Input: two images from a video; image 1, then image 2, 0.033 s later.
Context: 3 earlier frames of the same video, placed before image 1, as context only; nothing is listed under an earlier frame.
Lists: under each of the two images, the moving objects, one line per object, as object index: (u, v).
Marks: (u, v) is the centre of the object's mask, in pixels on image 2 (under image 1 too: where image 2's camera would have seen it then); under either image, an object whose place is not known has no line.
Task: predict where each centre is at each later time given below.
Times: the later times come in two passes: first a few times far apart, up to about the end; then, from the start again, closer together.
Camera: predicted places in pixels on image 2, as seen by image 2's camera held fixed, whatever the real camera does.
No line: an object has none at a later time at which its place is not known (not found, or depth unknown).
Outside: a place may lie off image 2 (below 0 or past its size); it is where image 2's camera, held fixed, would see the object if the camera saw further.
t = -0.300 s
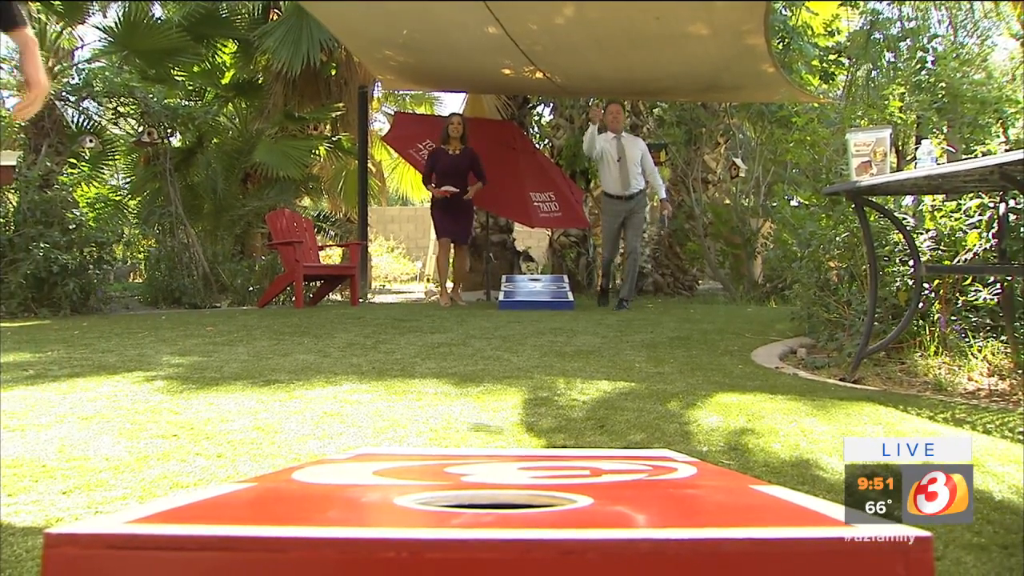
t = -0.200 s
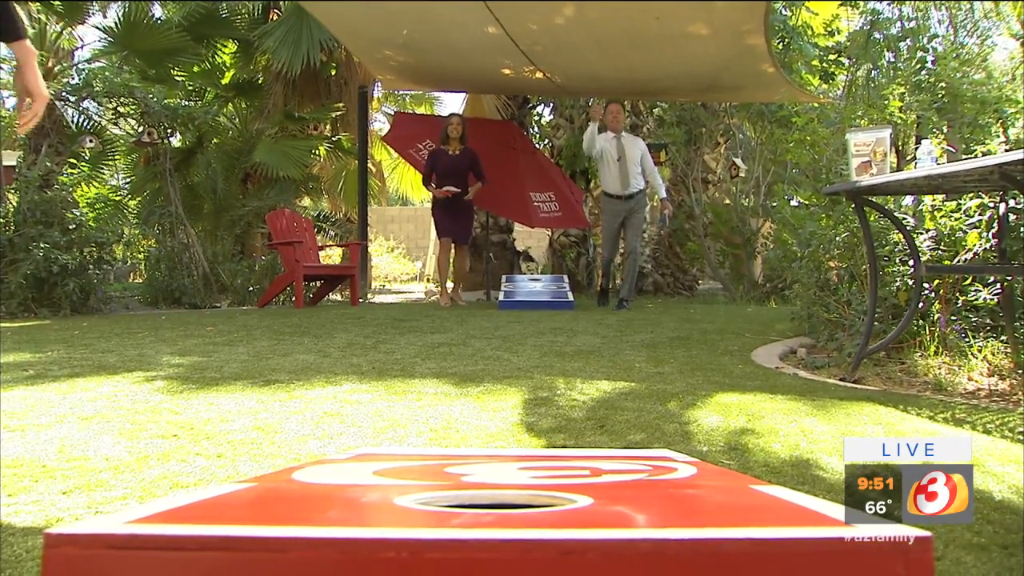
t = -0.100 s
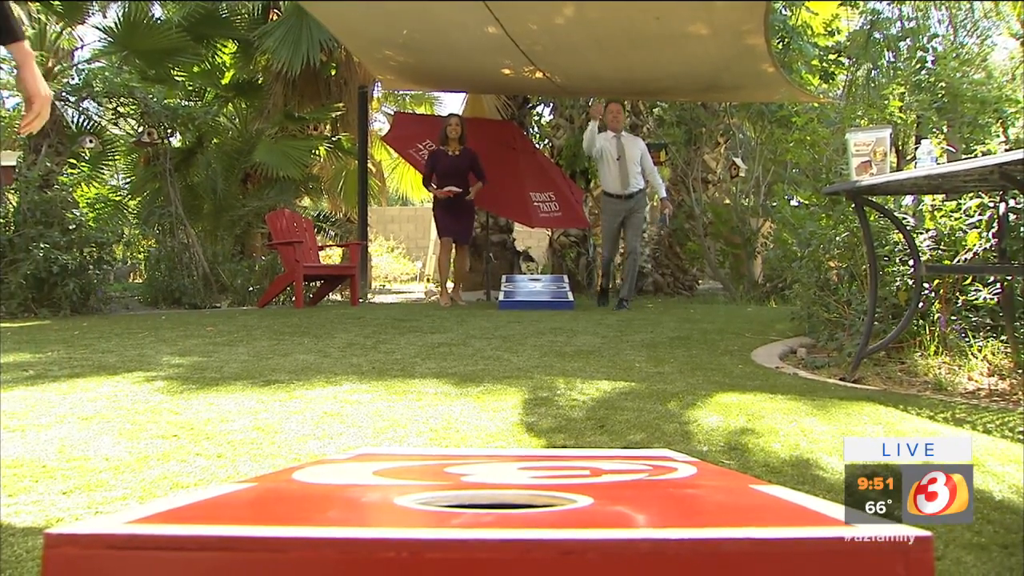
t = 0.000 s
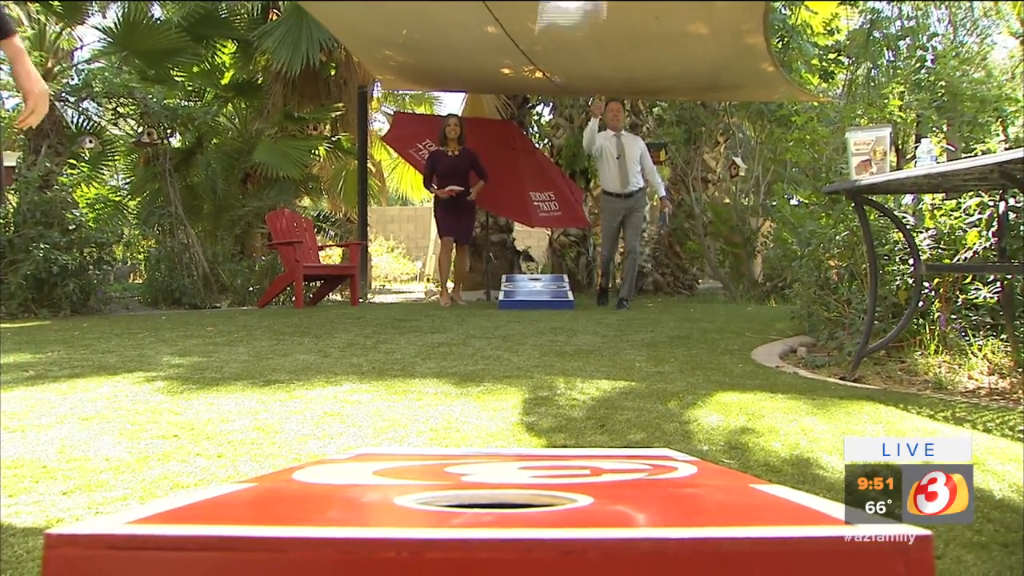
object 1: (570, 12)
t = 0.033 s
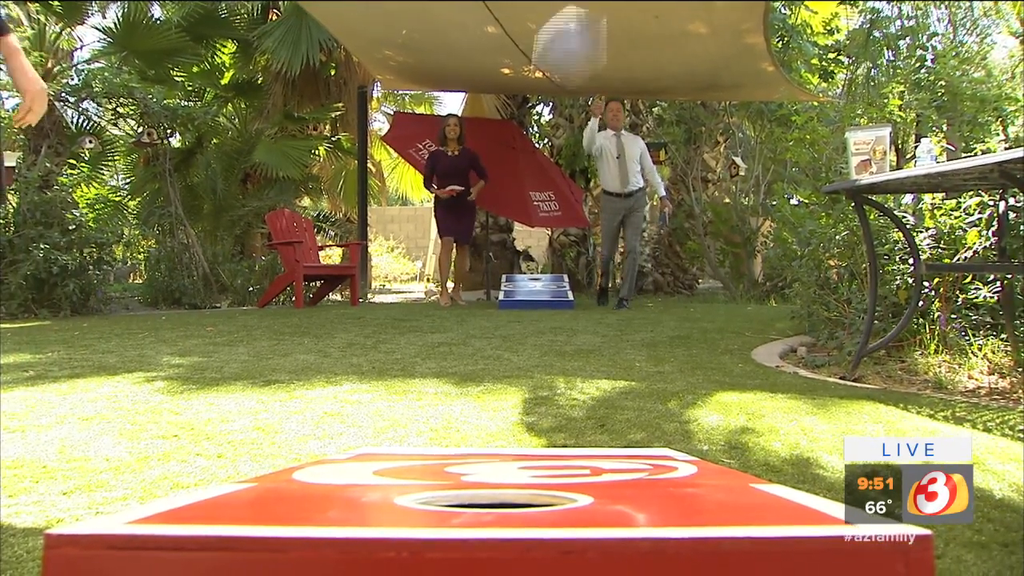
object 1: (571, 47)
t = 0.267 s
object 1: (534, 433)
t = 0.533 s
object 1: (464, 465)
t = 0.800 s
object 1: (442, 470)
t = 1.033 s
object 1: (442, 470)
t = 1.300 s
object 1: (442, 470)
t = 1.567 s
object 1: (442, 470)
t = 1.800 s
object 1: (442, 470)
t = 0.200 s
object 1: (551, 438)
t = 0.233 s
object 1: (543, 434)
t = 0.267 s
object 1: (534, 433)
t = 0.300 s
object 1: (525, 438)
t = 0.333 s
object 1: (517, 445)
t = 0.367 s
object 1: (510, 453)
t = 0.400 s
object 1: (500, 458)
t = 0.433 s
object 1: (490, 461)
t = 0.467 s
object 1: (482, 463)
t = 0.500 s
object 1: (472, 464)
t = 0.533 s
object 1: (464, 465)
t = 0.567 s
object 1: (458, 467)
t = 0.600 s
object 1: (451, 468)
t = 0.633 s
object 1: (446, 469)
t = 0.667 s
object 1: (443, 469)
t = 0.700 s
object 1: (442, 469)
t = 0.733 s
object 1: (442, 470)
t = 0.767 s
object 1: (442, 469)
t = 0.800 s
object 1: (442, 470)
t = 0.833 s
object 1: (442, 470)
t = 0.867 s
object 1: (442, 470)
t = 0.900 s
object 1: (442, 470)
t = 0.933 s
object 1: (442, 470)
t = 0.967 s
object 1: (442, 470)
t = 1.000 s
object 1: (442, 470)
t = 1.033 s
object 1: (442, 470)
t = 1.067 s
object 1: (442, 470)
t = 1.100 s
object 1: (442, 470)
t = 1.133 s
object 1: (442, 470)
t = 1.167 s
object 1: (442, 470)
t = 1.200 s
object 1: (442, 470)
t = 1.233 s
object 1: (442, 470)
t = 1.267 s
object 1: (442, 470)
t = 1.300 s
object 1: (442, 470)
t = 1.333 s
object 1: (442, 470)
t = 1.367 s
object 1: (442, 470)
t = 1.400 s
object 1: (442, 470)
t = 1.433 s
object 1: (442, 470)
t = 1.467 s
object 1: (442, 470)
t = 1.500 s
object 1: (442, 470)
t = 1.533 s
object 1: (442, 470)
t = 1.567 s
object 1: (442, 470)
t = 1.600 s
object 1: (442, 470)
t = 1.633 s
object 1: (442, 470)
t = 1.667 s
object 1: (442, 470)
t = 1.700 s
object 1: (442, 470)
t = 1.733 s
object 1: (442, 470)
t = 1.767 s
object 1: (442, 470)
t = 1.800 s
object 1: (442, 470)
